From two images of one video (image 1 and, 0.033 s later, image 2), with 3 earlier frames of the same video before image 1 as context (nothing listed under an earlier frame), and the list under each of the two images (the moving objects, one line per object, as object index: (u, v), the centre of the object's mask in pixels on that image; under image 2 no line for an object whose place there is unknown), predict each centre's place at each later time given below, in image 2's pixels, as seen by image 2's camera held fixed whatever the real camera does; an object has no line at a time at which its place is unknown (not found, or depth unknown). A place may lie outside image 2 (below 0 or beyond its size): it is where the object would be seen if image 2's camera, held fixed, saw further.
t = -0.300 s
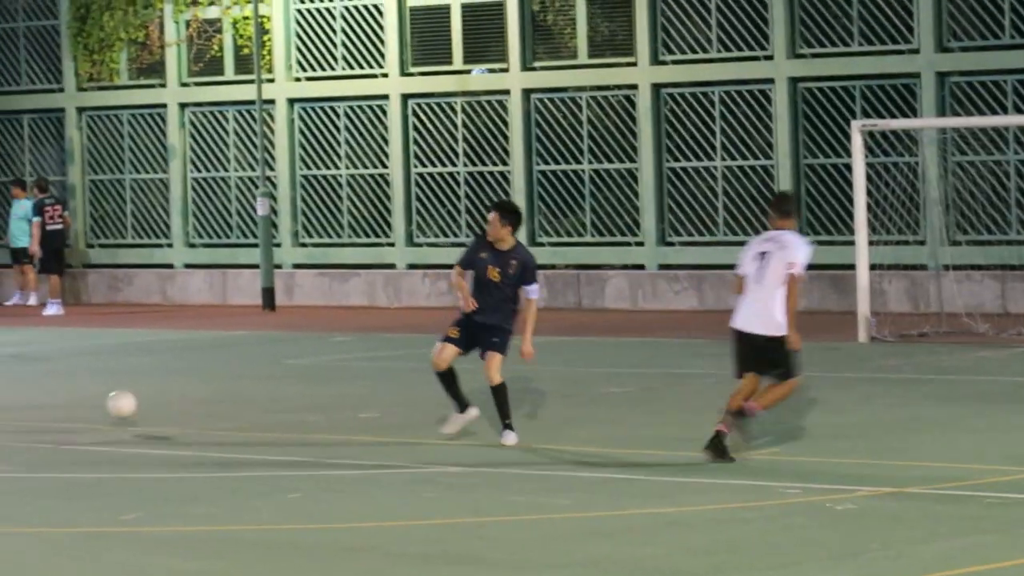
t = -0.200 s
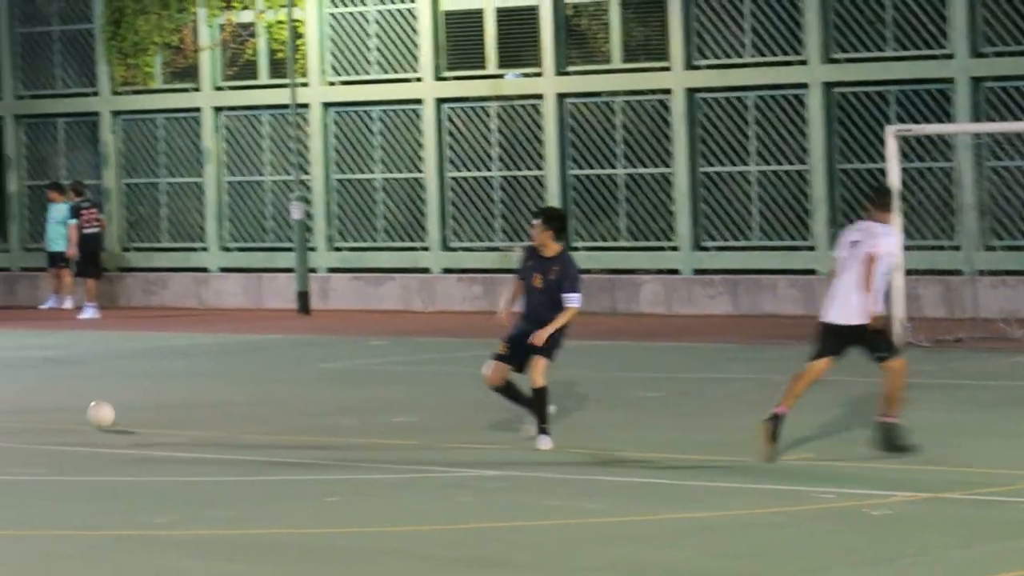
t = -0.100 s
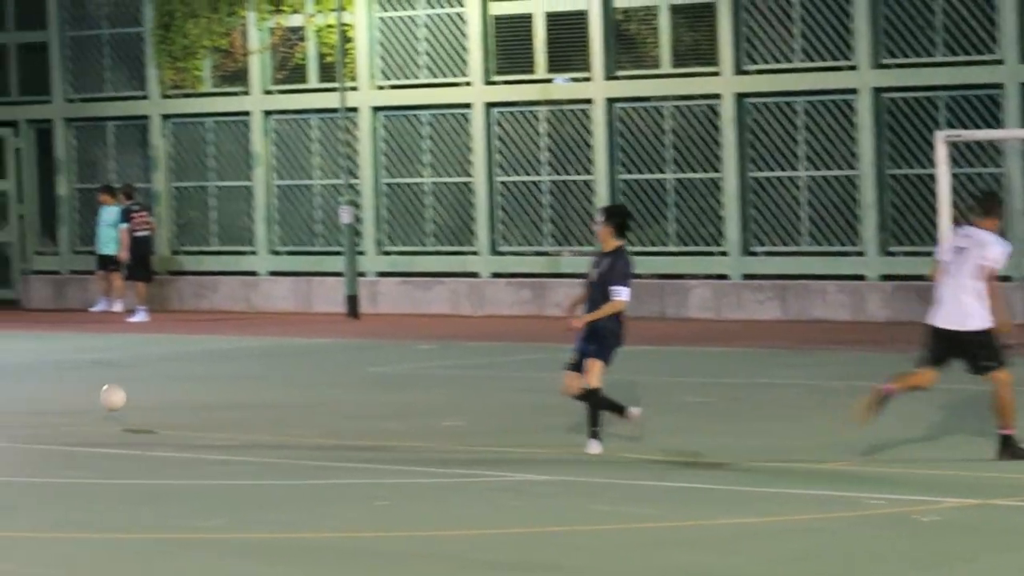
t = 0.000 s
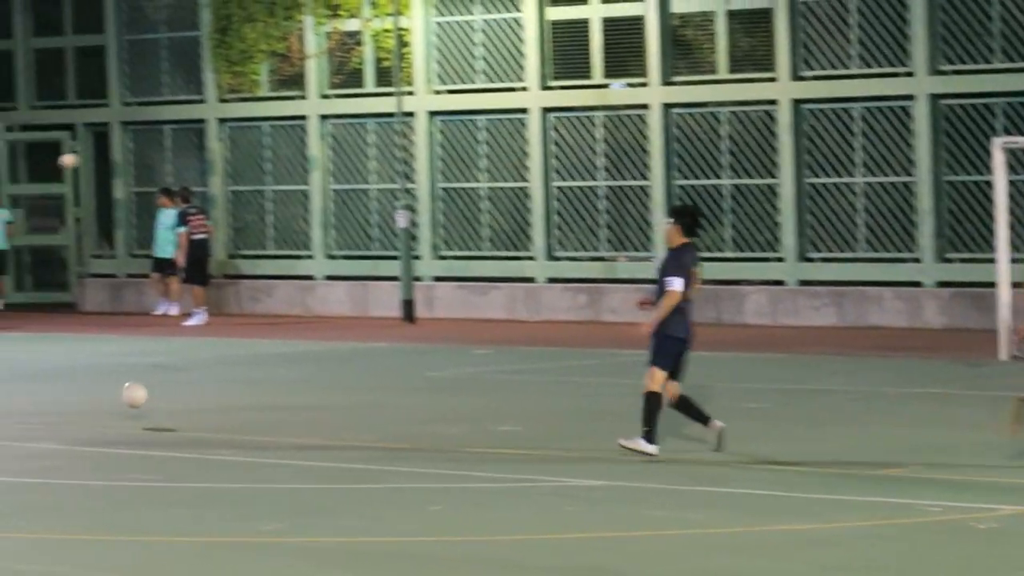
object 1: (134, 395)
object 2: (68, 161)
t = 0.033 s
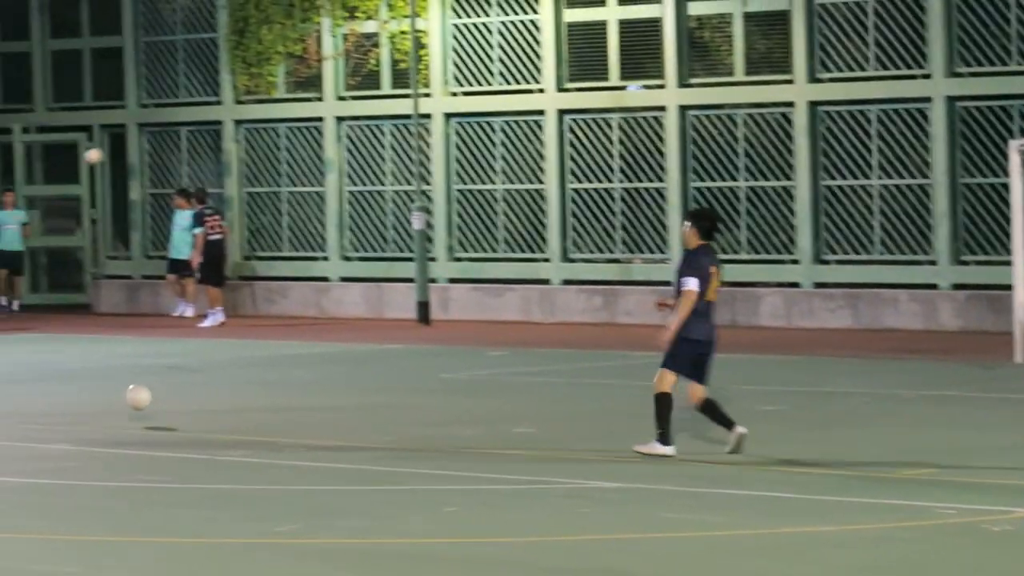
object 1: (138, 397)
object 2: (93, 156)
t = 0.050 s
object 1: (132, 399)
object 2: (98, 153)
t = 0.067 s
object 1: (126, 400)
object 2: (102, 151)
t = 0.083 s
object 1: (122, 402)
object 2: (107, 149)
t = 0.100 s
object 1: (116, 404)
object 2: (112, 147)
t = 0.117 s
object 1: (110, 407)
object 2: (116, 145)
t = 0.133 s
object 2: (120, 143)
